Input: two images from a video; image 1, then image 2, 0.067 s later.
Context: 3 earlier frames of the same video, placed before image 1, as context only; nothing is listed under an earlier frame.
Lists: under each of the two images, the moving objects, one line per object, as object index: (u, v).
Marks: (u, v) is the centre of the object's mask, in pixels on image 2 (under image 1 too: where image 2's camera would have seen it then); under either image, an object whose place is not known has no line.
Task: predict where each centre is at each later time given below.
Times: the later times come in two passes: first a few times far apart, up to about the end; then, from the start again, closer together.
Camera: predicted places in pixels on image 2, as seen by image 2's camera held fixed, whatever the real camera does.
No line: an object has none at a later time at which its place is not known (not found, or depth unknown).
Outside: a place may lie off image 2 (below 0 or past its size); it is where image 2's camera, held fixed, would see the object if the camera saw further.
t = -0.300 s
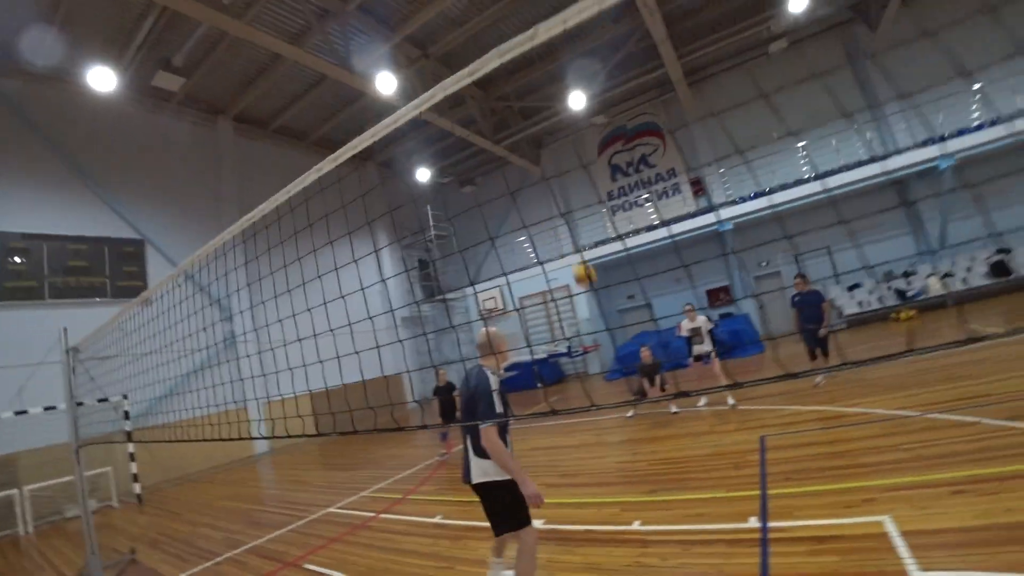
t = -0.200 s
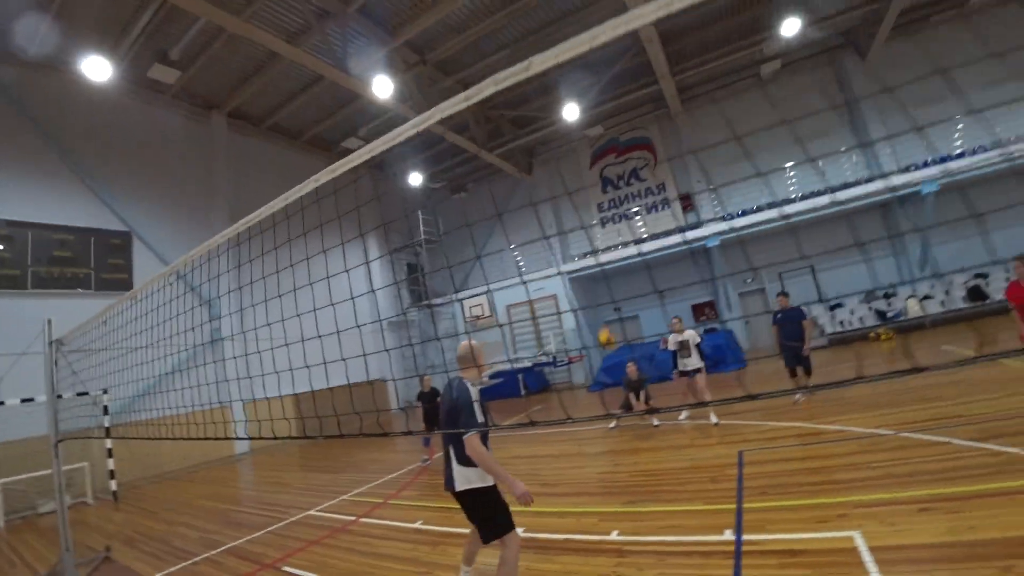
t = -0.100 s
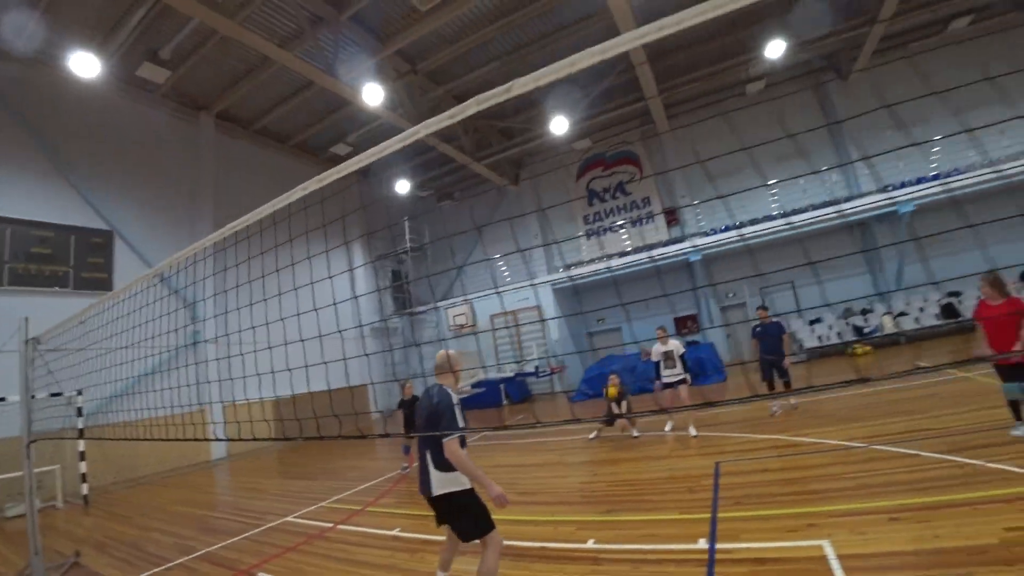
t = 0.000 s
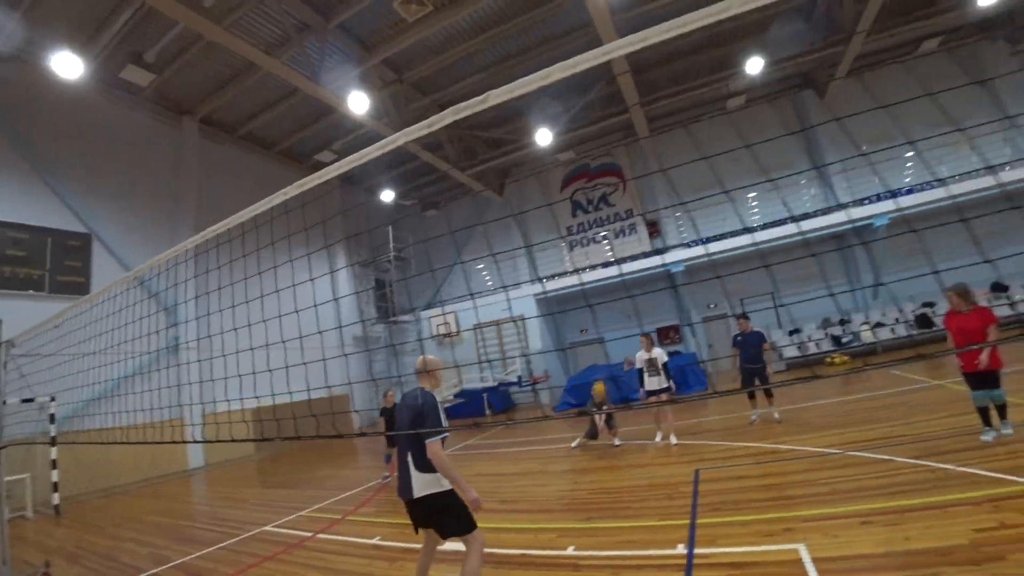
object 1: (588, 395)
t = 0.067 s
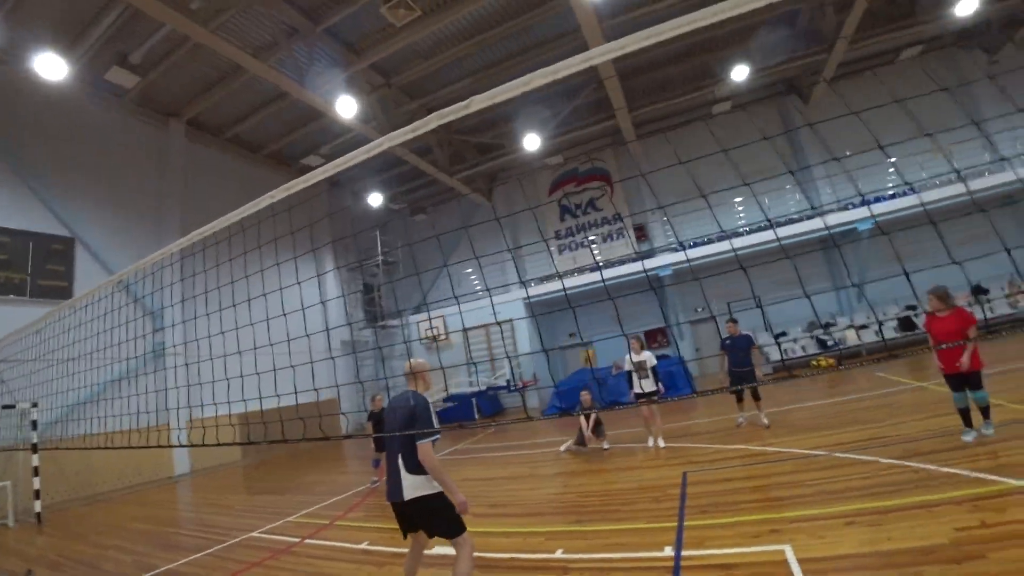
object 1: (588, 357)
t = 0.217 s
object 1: (590, 277)
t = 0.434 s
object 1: (596, 168)
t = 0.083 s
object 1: (588, 349)
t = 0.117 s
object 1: (588, 329)
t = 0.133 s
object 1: (588, 321)
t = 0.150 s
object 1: (588, 312)
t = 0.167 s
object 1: (588, 302)
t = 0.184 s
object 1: (589, 295)
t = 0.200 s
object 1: (590, 287)
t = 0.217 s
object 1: (590, 277)
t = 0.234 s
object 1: (591, 267)
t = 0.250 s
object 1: (592, 259)
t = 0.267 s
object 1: (591, 250)
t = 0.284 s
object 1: (592, 242)
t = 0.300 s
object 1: (594, 232)
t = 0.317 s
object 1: (592, 224)
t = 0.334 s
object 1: (593, 217)
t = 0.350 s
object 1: (593, 208)
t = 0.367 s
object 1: (594, 200)
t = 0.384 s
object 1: (595, 190)
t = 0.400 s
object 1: (594, 182)
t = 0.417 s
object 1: (594, 174)
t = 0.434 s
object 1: (596, 168)
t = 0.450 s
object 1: (596, 159)
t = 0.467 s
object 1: (596, 150)
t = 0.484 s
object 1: (597, 143)
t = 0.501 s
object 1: (595, 136)
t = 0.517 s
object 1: (596, 126)
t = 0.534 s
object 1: (596, 117)
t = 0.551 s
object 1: (596, 109)
